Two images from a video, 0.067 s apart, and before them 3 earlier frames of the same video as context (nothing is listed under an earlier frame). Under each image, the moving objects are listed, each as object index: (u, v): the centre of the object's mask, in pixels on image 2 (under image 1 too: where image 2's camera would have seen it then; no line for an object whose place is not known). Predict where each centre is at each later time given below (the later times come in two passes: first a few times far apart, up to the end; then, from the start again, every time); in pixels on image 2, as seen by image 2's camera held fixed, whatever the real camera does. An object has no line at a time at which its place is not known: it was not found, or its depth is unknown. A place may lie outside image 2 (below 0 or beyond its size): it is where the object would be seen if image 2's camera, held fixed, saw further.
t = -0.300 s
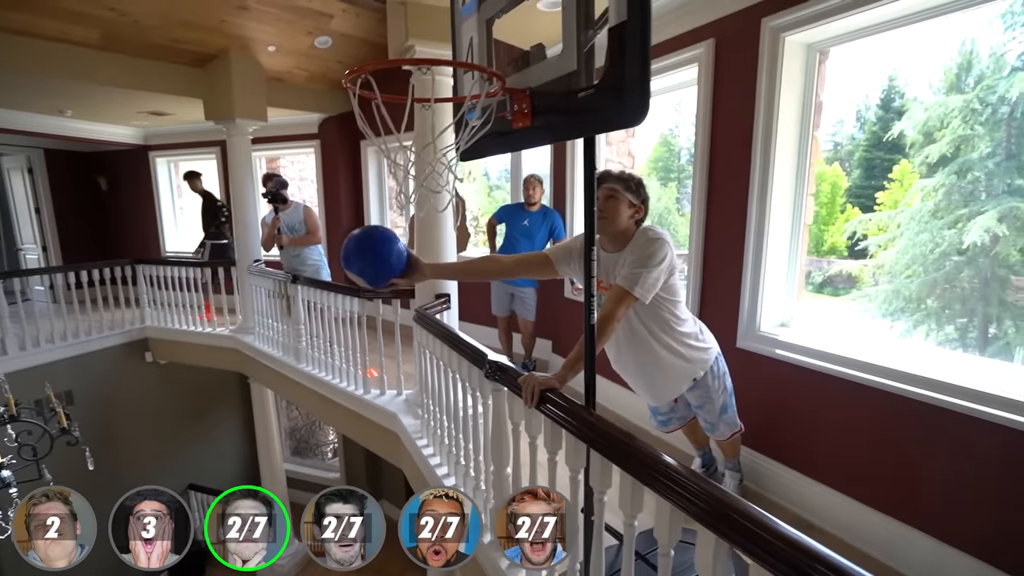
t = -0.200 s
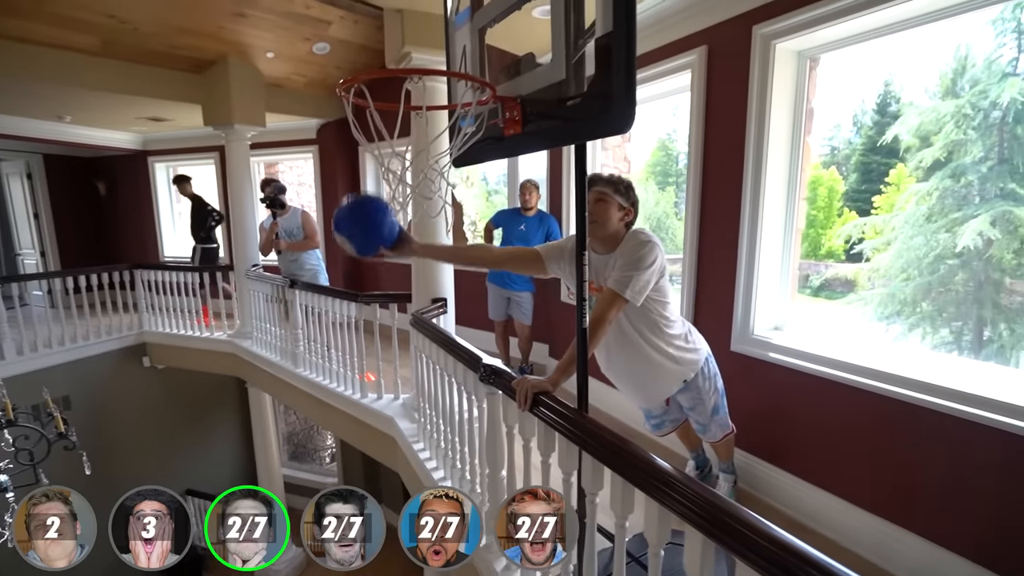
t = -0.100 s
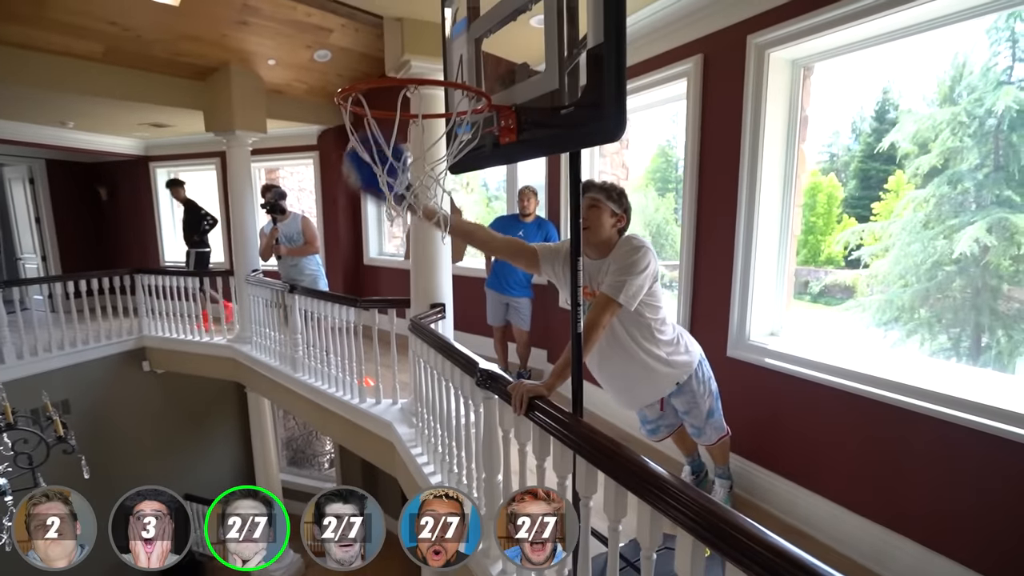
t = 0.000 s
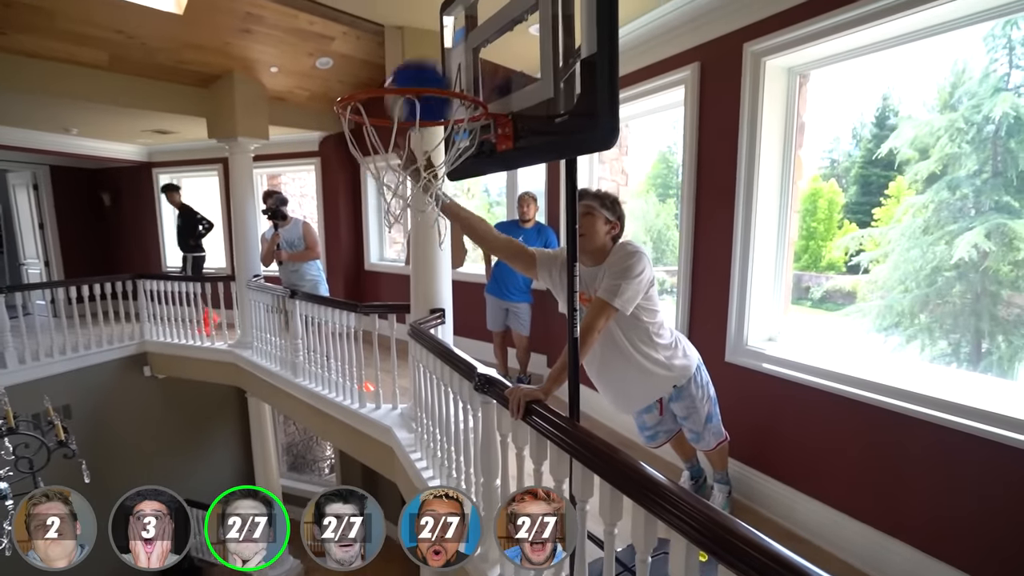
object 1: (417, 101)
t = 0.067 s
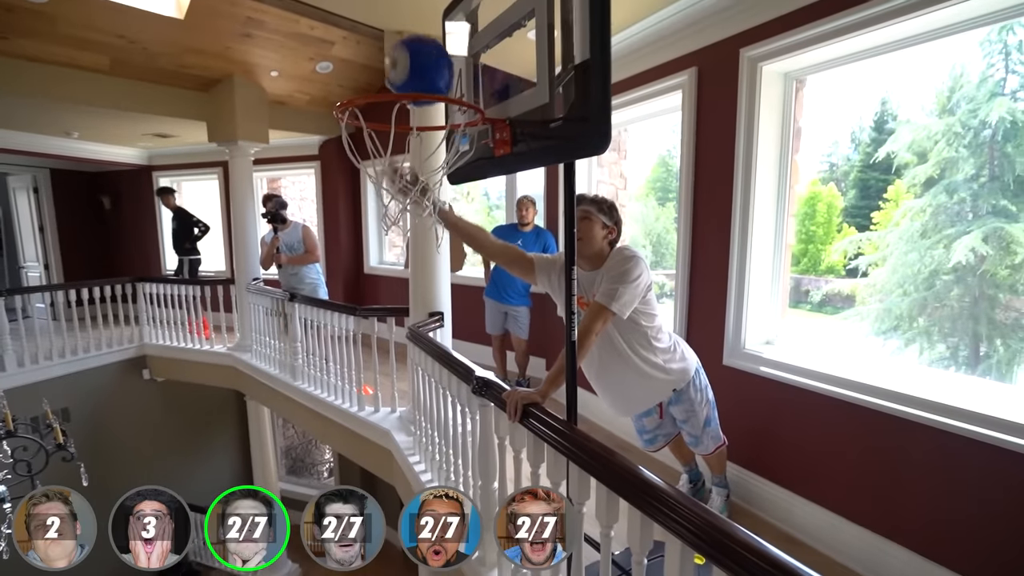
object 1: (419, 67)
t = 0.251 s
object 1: (381, 69)
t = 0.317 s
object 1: (374, 92)
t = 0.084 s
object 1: (415, 63)
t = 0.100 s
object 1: (412, 61)
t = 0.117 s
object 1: (410, 59)
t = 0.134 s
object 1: (406, 58)
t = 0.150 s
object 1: (403, 57)
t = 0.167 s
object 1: (400, 57)
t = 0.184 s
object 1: (396, 58)
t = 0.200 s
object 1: (393, 60)
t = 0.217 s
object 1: (389, 63)
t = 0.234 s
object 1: (385, 66)
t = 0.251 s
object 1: (381, 69)
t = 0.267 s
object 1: (377, 72)
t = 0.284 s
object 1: (374, 86)
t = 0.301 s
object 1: (375, 90)
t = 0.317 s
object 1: (374, 92)
